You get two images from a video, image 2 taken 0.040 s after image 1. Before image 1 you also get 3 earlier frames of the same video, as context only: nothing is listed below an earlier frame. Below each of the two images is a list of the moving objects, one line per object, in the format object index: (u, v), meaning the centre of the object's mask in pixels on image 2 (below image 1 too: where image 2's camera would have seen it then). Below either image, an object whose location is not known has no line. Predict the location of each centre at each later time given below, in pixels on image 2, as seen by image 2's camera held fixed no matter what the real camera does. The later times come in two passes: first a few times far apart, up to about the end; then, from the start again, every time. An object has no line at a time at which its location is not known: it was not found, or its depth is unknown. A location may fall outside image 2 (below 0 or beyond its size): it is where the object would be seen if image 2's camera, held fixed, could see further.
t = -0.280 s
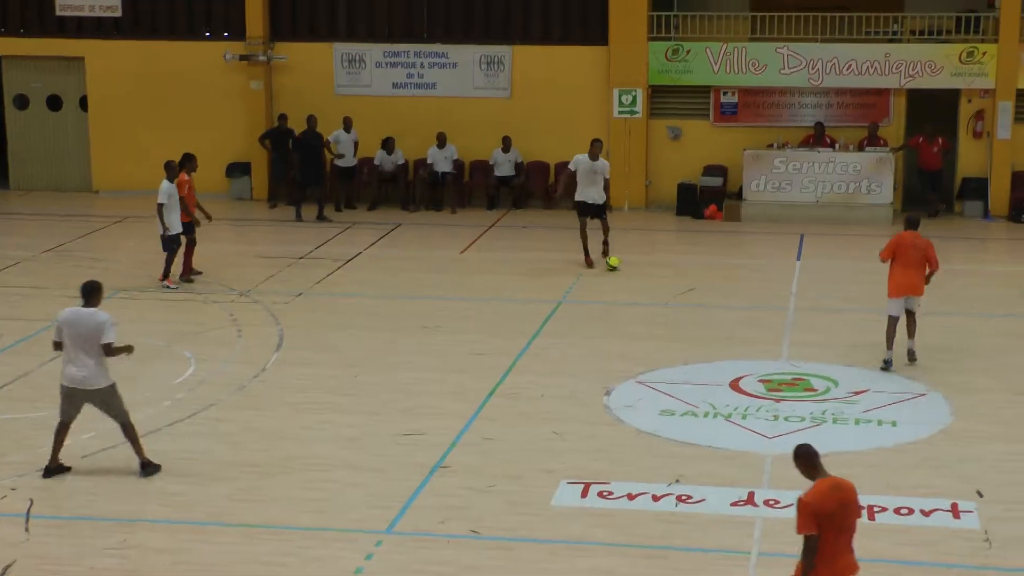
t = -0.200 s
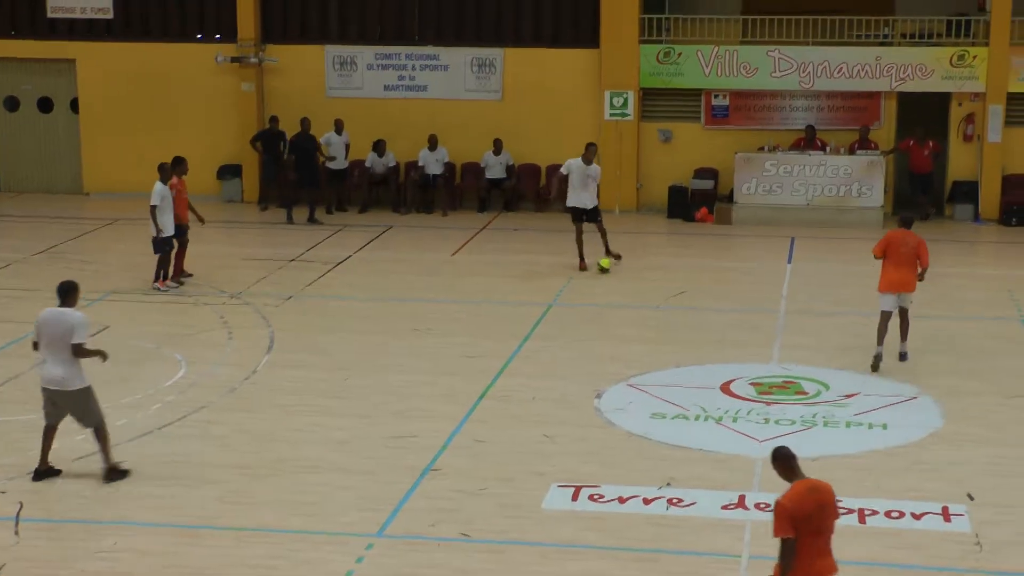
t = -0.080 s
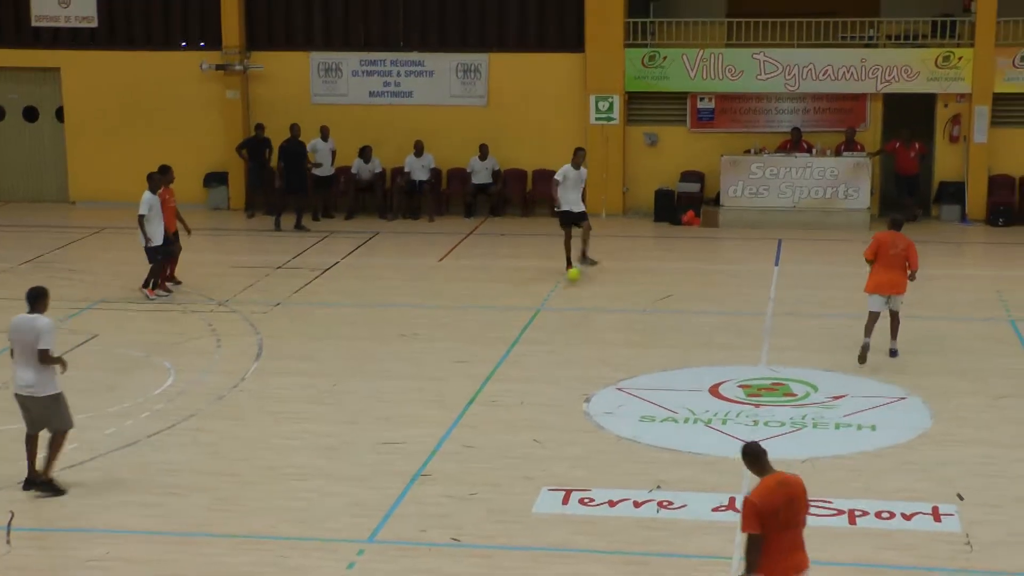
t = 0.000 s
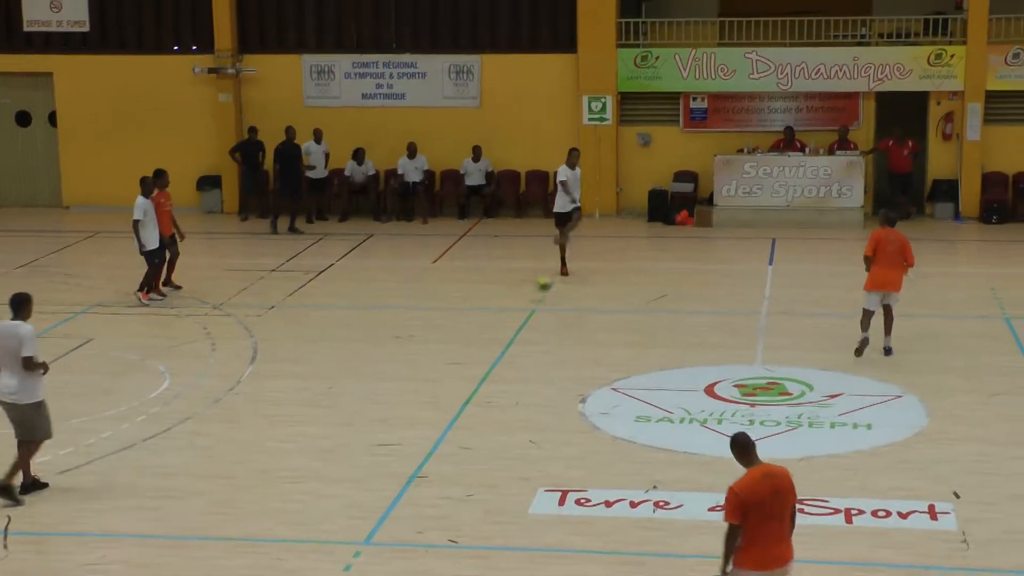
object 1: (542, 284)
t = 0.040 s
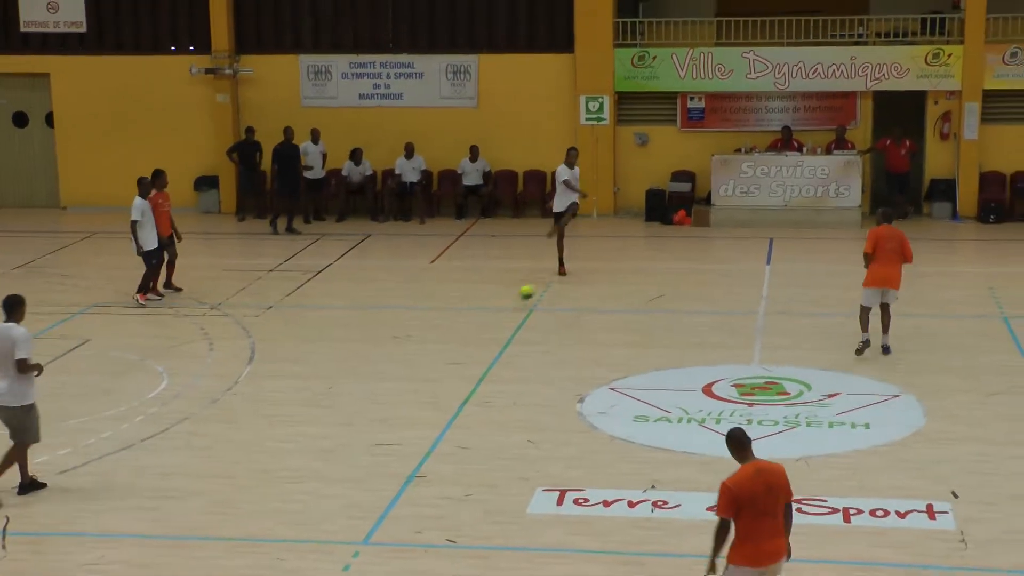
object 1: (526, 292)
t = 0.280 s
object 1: (436, 340)
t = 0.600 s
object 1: (309, 404)
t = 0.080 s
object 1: (512, 301)
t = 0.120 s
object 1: (496, 313)
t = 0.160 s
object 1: (480, 324)
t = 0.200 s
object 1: (466, 327)
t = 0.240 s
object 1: (451, 335)
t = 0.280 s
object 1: (436, 340)
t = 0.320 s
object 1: (420, 350)
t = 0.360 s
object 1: (404, 360)
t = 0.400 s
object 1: (390, 367)
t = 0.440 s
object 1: (373, 370)
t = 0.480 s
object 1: (358, 377)
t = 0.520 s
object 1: (342, 389)
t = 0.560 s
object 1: (325, 396)
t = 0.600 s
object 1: (309, 404)
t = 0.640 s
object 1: (292, 413)
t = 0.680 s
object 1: (275, 422)
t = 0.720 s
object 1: (259, 429)
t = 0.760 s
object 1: (244, 436)
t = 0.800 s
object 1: (226, 444)
